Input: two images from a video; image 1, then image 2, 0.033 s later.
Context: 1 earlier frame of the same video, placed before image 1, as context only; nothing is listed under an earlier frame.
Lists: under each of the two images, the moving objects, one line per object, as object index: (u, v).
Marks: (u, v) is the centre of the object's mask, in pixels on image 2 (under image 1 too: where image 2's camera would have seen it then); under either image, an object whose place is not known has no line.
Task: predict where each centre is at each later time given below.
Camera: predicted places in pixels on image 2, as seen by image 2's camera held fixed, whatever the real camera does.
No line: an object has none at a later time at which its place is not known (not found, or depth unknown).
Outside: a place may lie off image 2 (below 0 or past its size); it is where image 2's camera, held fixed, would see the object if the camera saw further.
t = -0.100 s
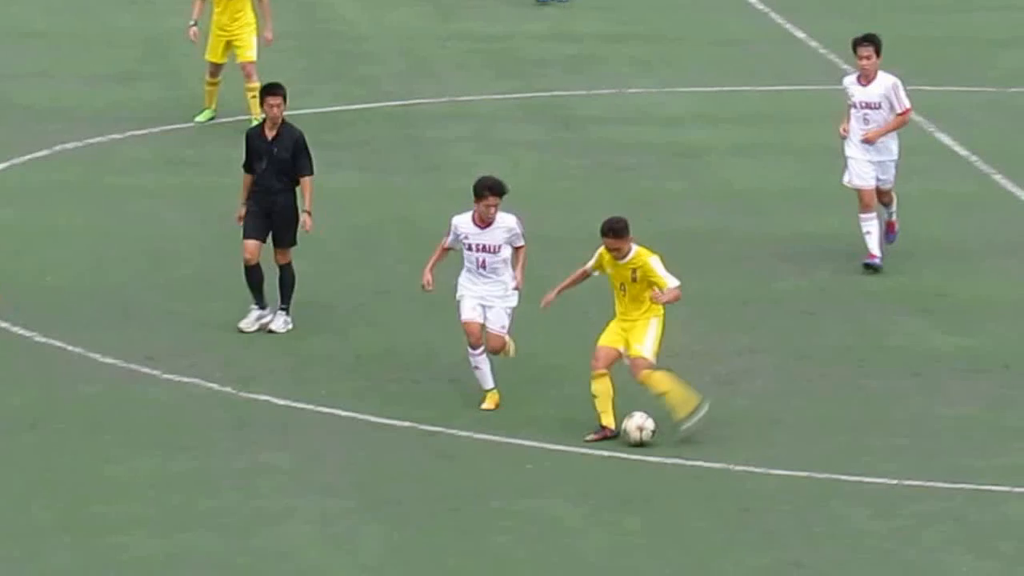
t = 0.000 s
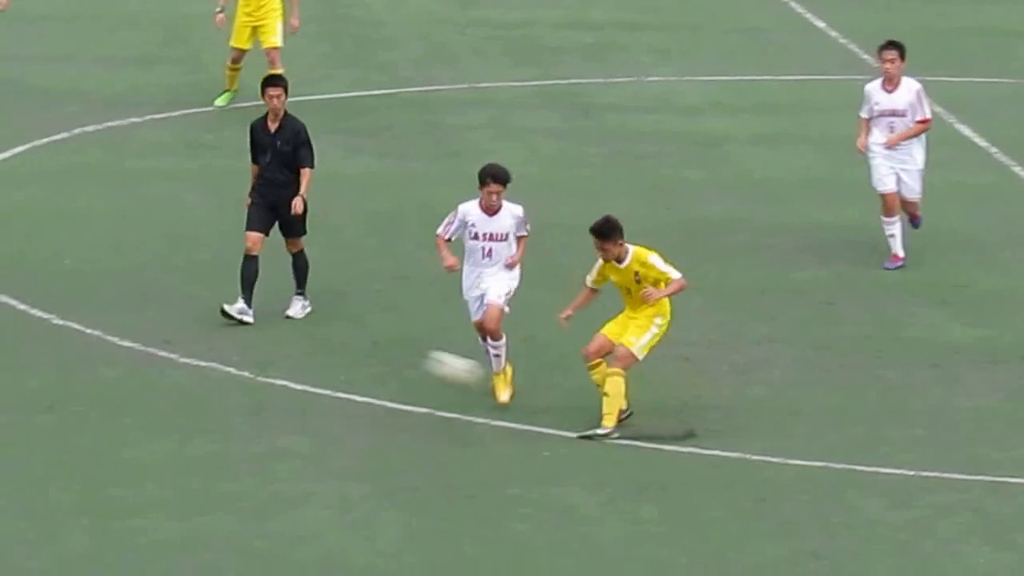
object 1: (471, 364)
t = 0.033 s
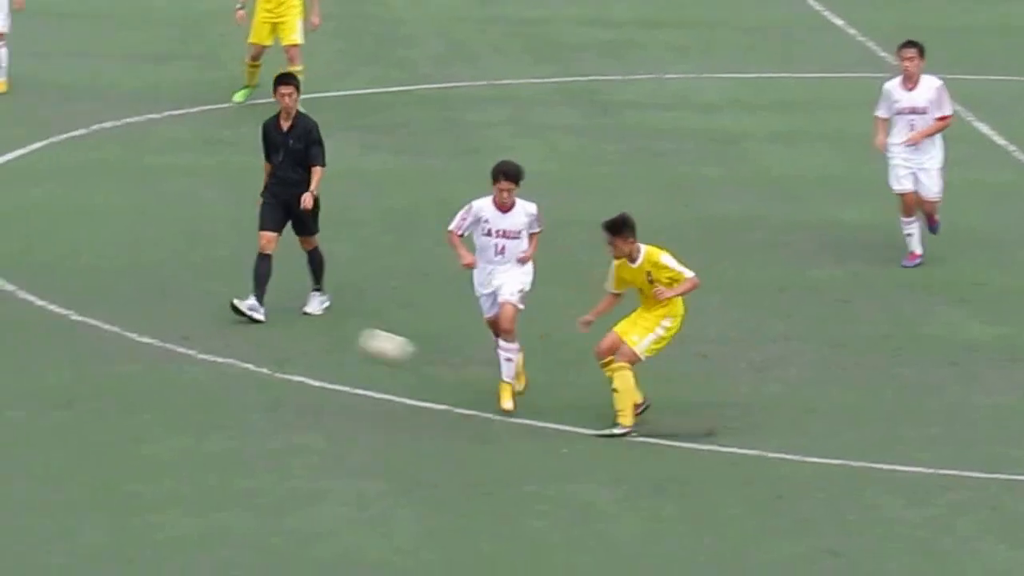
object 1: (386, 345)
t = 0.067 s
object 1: (302, 326)
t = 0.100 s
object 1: (214, 311)
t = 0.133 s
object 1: (132, 294)
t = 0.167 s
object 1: (46, 282)
